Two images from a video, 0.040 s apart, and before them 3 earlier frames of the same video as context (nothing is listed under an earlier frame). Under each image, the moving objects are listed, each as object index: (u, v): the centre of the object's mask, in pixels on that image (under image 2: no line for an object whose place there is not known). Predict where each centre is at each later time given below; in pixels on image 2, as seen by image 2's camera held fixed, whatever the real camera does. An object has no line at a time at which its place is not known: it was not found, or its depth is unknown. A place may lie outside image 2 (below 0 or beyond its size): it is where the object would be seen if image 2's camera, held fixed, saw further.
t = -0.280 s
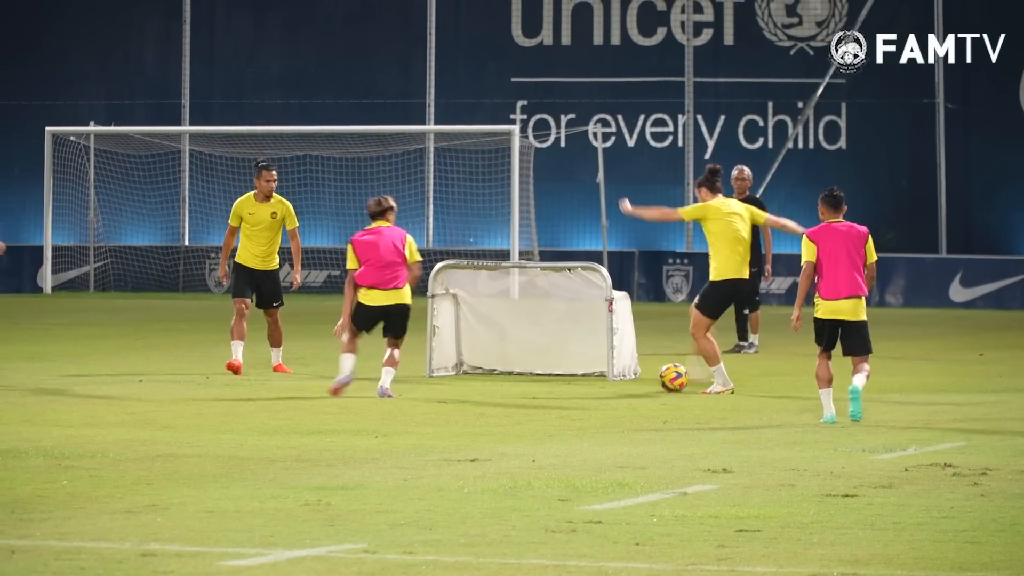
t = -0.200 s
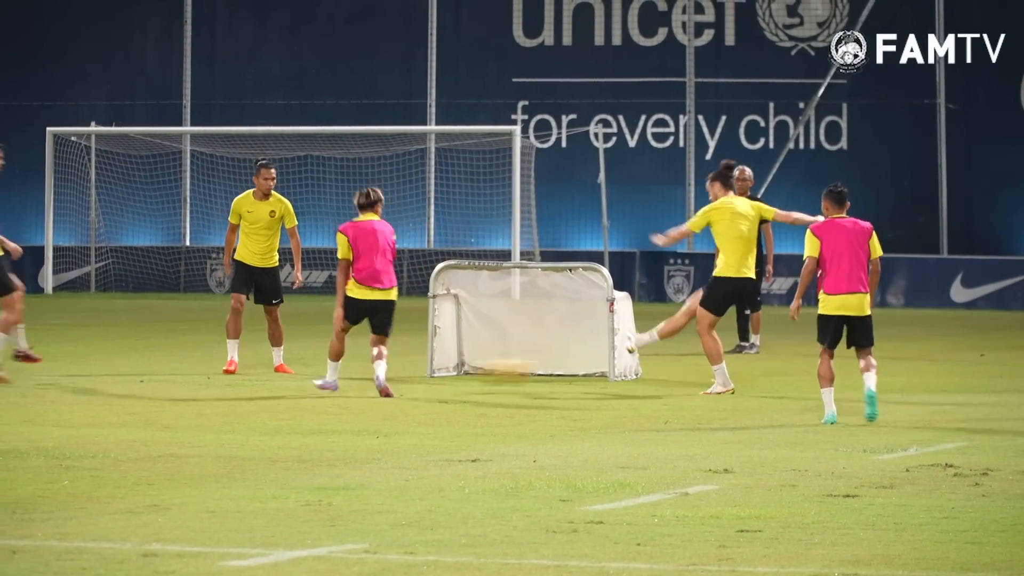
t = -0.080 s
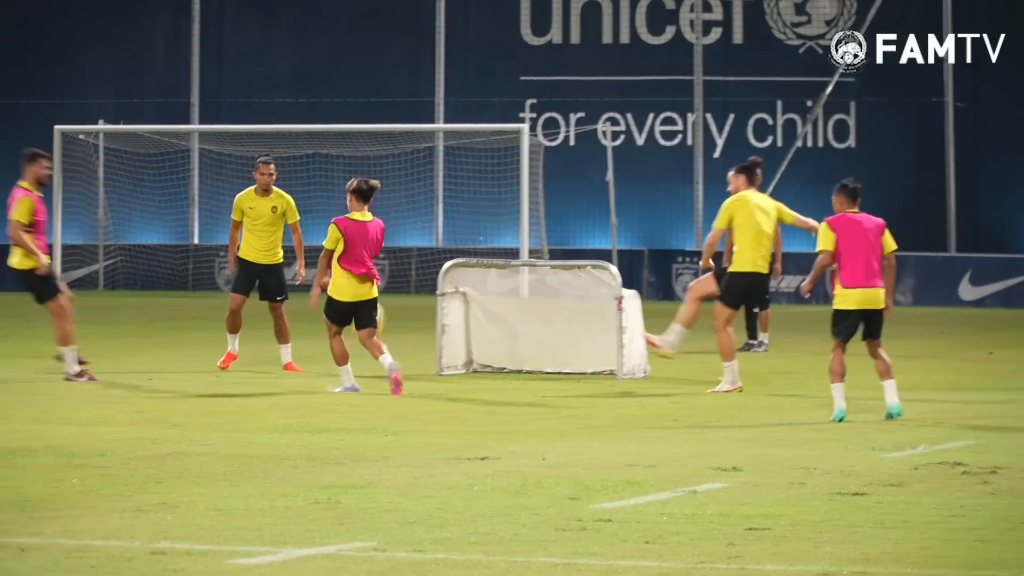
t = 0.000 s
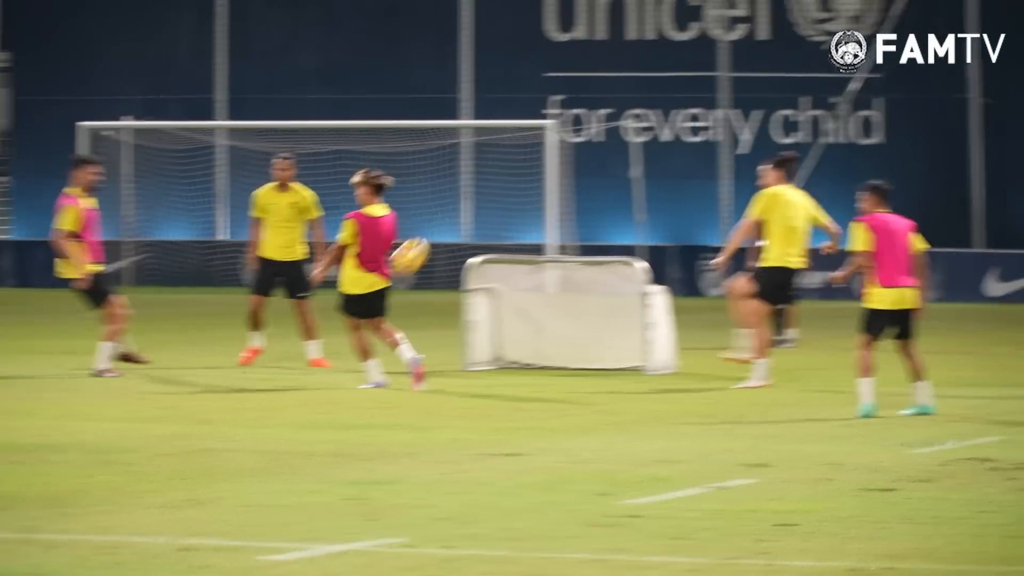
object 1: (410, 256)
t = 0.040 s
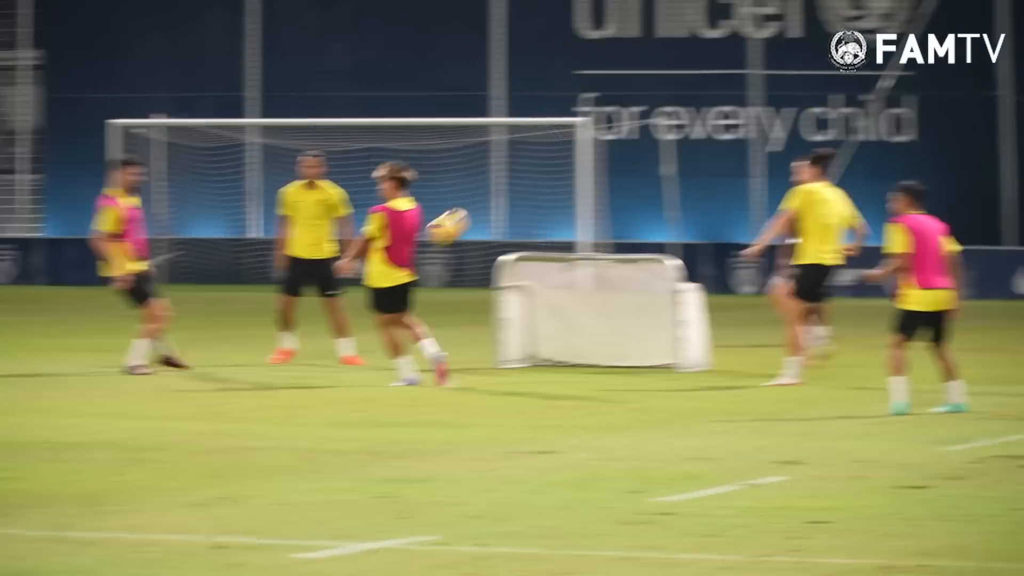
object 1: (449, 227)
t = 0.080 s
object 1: (456, 203)
